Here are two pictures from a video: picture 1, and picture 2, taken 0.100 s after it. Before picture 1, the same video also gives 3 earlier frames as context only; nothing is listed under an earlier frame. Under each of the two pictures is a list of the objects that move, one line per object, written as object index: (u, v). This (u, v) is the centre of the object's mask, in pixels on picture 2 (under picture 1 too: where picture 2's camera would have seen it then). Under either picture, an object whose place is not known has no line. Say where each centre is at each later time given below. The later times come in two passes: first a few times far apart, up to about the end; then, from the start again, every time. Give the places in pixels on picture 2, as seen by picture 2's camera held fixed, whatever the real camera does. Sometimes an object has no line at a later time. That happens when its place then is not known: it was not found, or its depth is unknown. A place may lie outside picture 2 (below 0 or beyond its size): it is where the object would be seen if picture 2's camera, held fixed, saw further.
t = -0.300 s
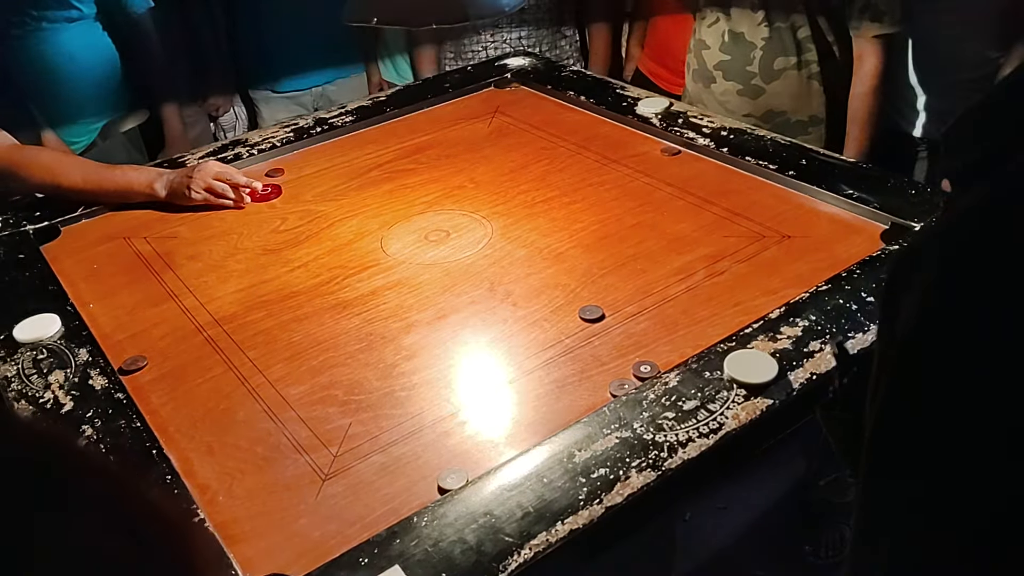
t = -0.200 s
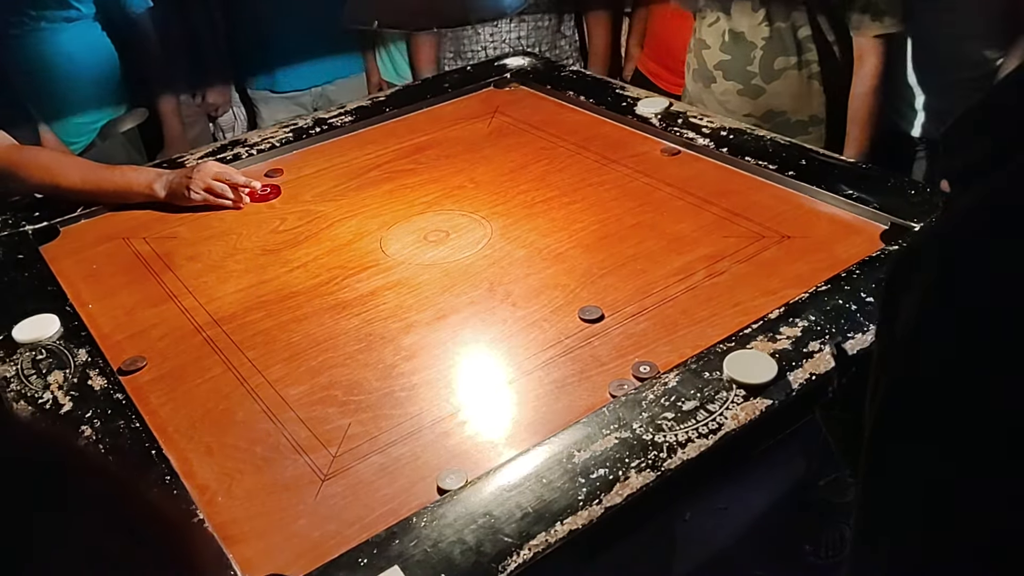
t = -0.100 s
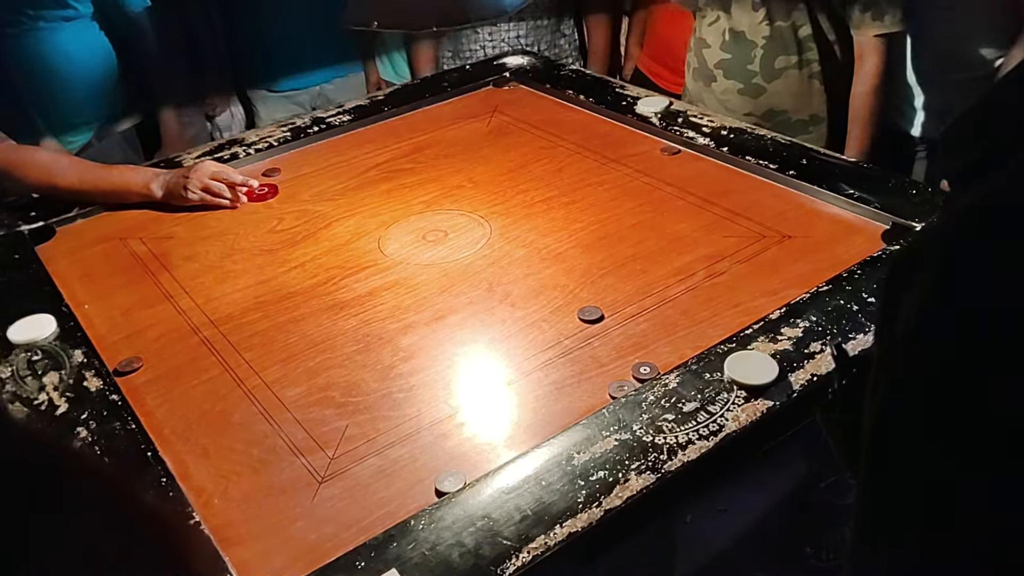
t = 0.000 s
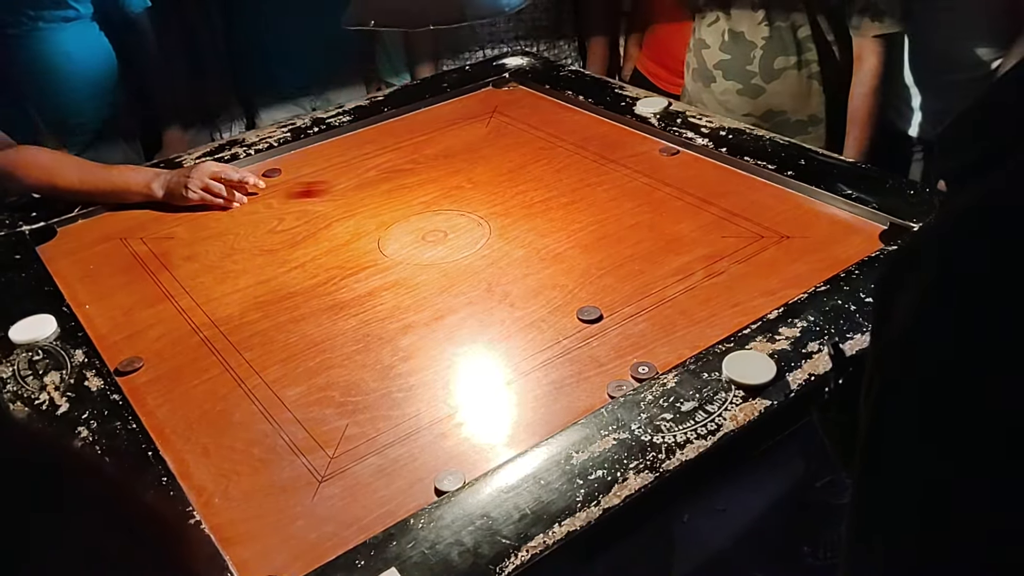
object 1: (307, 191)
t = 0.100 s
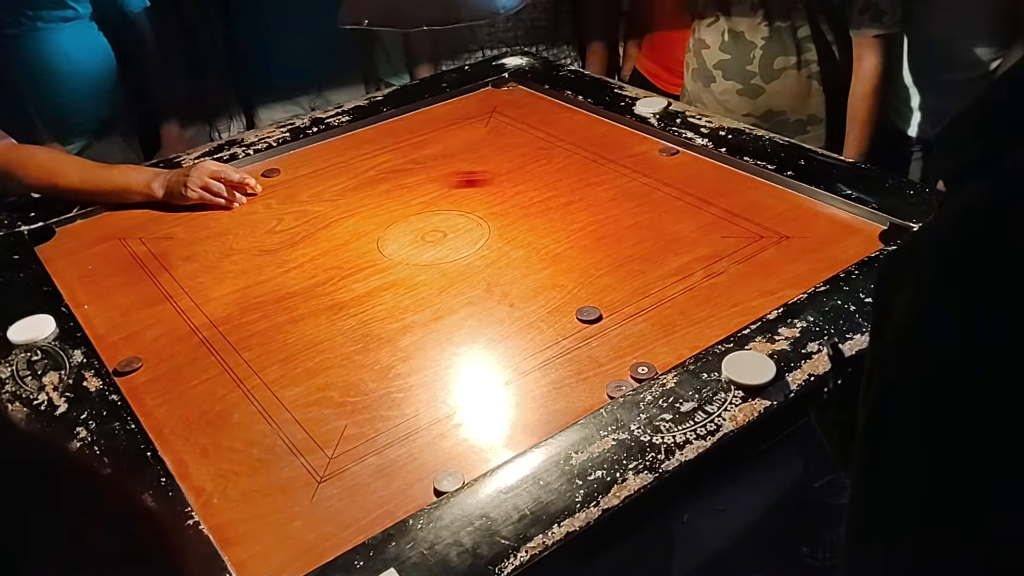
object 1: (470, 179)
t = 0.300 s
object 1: (696, 203)
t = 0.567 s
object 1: (623, 379)
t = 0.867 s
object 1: (593, 389)
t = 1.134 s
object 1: (593, 389)
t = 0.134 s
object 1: (522, 176)
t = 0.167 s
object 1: (579, 173)
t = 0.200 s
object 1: (636, 169)
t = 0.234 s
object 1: (693, 165)
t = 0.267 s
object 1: (703, 180)
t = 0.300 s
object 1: (696, 203)
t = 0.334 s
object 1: (689, 227)
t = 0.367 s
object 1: (681, 253)
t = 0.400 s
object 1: (671, 283)
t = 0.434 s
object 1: (662, 319)
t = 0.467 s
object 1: (648, 357)
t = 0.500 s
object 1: (641, 365)
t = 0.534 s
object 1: (631, 373)
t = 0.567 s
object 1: (623, 379)
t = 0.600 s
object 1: (613, 383)
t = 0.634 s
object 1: (605, 386)
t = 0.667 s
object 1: (599, 387)
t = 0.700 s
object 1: (595, 388)
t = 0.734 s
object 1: (593, 389)
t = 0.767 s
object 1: (593, 389)
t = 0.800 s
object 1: (593, 389)
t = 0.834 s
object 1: (593, 389)
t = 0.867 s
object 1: (593, 389)
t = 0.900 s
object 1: (593, 389)
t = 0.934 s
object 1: (593, 389)
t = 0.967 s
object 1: (593, 389)
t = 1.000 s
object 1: (593, 389)
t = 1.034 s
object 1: (593, 389)
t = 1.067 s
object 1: (593, 389)
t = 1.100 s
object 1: (593, 389)
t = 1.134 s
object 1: (593, 389)
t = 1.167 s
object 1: (593, 389)
